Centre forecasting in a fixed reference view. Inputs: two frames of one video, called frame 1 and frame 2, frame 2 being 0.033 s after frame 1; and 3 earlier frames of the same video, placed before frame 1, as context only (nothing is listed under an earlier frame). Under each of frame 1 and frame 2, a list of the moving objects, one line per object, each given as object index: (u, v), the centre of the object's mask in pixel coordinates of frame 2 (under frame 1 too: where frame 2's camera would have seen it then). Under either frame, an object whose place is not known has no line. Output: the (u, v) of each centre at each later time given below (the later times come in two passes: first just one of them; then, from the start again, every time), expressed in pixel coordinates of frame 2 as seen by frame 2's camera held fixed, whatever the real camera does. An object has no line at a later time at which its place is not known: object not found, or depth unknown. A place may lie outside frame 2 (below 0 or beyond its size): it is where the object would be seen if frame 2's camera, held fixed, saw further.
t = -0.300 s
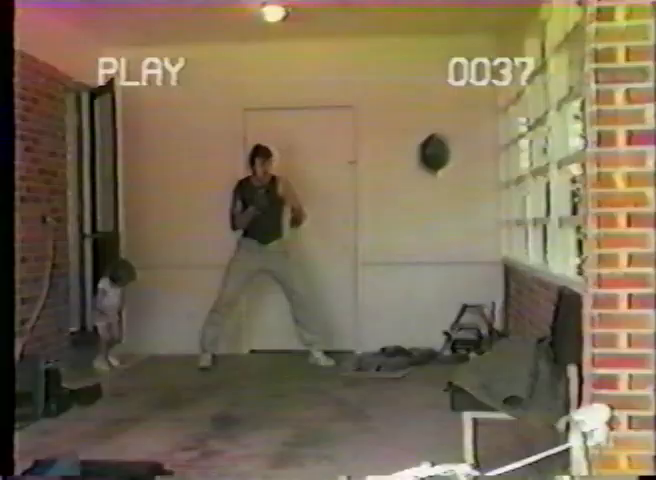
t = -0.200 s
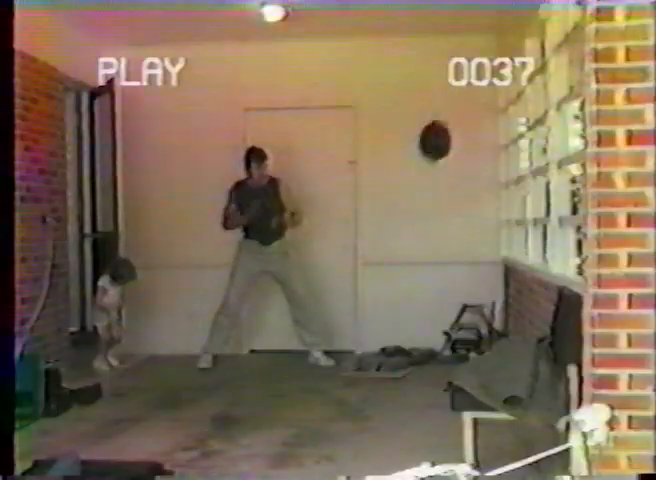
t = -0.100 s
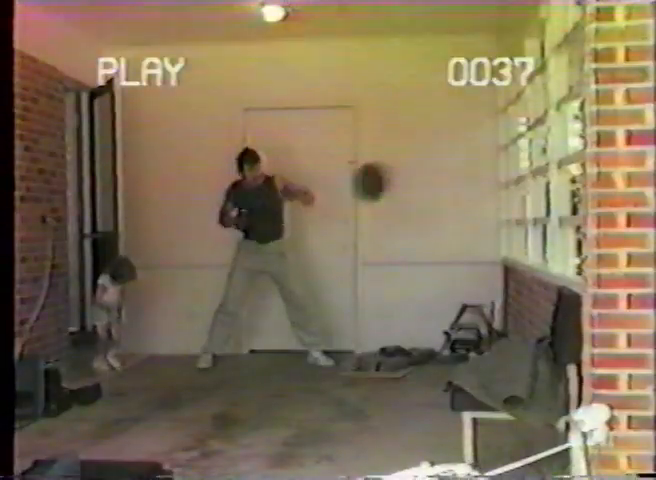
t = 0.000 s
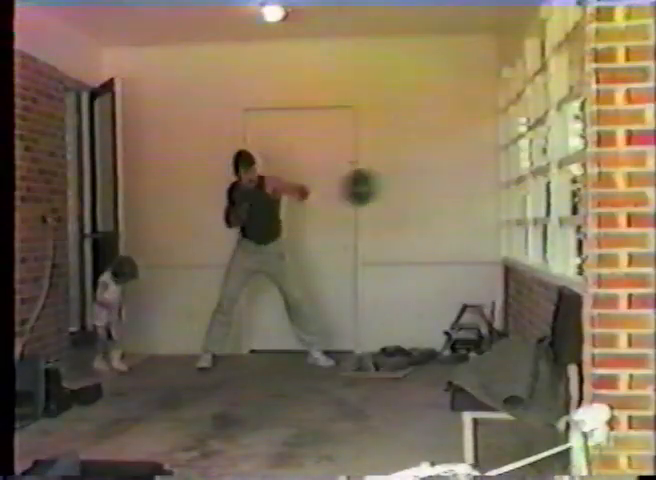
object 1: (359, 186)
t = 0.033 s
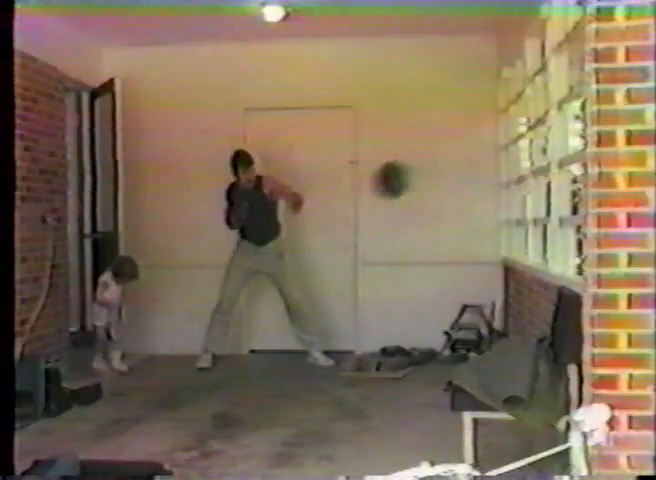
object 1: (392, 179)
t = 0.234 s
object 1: (428, 158)
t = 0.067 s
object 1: (419, 169)
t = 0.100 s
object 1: (438, 157)
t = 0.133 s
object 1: (448, 147)
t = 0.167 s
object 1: (449, 143)
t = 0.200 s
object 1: (441, 146)
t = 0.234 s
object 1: (428, 158)
